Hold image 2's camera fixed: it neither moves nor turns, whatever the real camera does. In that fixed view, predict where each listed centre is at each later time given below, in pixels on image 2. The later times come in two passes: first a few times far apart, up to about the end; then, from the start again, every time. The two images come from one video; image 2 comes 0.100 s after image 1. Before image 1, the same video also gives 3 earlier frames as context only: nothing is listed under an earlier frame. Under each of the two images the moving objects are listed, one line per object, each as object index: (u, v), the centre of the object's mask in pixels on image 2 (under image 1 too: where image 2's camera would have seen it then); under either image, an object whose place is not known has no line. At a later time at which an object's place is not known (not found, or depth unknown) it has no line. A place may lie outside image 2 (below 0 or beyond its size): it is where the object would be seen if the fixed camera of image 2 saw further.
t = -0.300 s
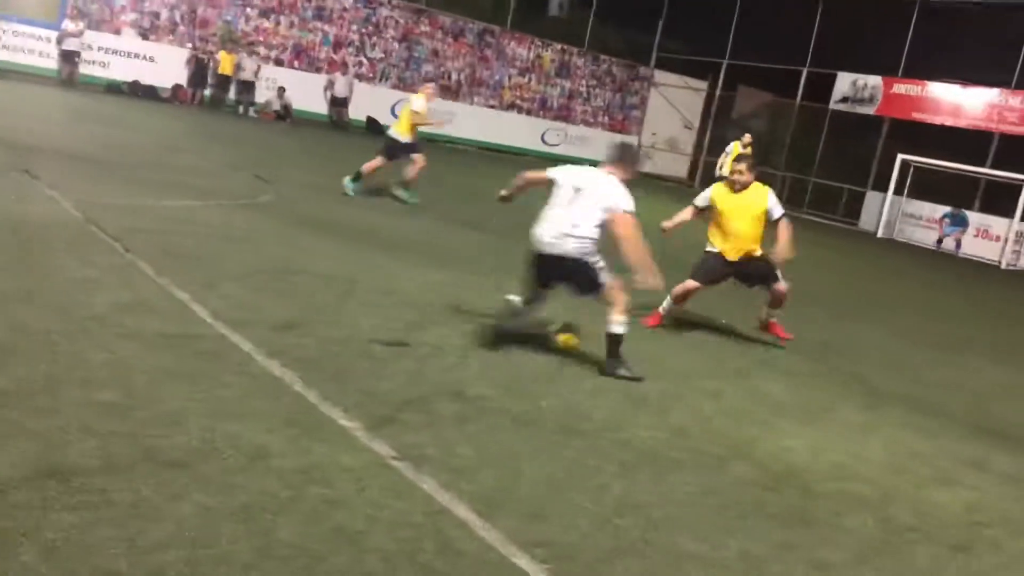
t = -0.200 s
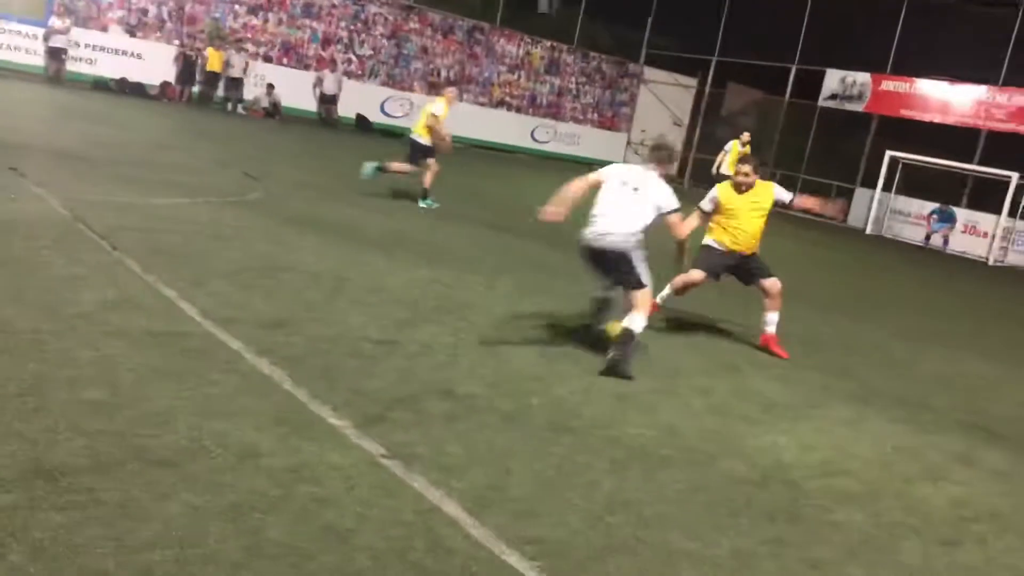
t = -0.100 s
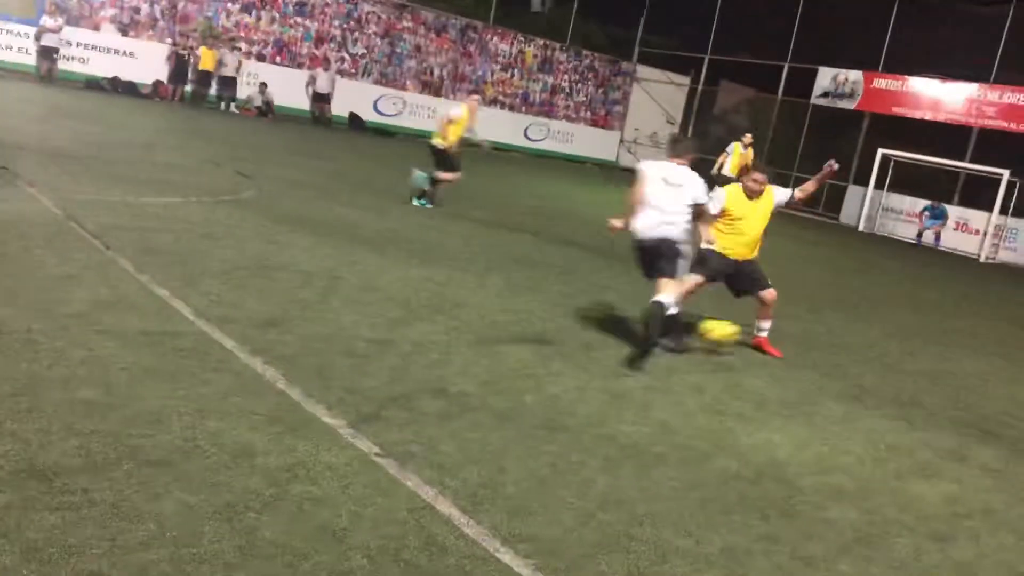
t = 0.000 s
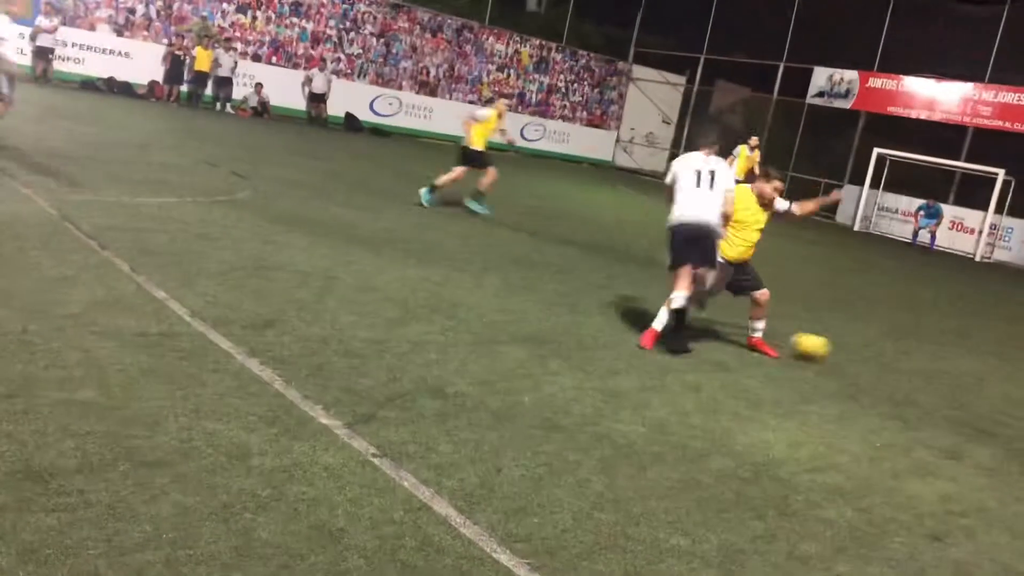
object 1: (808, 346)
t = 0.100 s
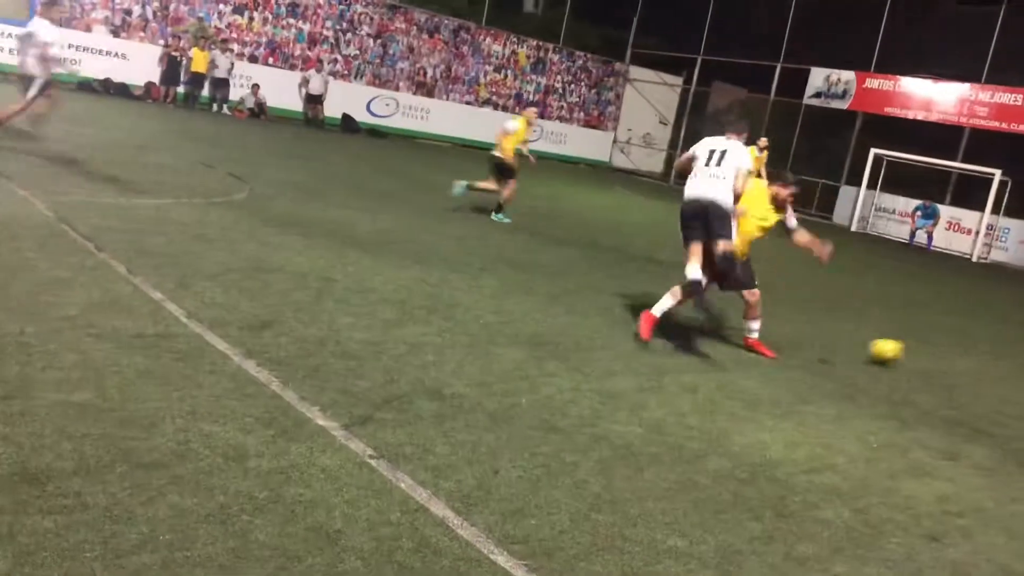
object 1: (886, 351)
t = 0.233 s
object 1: (970, 359)
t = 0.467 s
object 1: (1072, 364)
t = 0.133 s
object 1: (909, 354)
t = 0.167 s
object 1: (932, 356)
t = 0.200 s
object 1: (952, 360)
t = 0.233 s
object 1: (970, 359)
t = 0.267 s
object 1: (988, 357)
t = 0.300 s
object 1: (1004, 357)
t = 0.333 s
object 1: (1019, 358)
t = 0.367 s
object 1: (1033, 360)
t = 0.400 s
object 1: (1047, 363)
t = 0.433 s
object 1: (1058, 365)
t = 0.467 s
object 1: (1072, 364)
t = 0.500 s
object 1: (1081, 364)
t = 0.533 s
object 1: (1094, 365)
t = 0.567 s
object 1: (1105, 365)
